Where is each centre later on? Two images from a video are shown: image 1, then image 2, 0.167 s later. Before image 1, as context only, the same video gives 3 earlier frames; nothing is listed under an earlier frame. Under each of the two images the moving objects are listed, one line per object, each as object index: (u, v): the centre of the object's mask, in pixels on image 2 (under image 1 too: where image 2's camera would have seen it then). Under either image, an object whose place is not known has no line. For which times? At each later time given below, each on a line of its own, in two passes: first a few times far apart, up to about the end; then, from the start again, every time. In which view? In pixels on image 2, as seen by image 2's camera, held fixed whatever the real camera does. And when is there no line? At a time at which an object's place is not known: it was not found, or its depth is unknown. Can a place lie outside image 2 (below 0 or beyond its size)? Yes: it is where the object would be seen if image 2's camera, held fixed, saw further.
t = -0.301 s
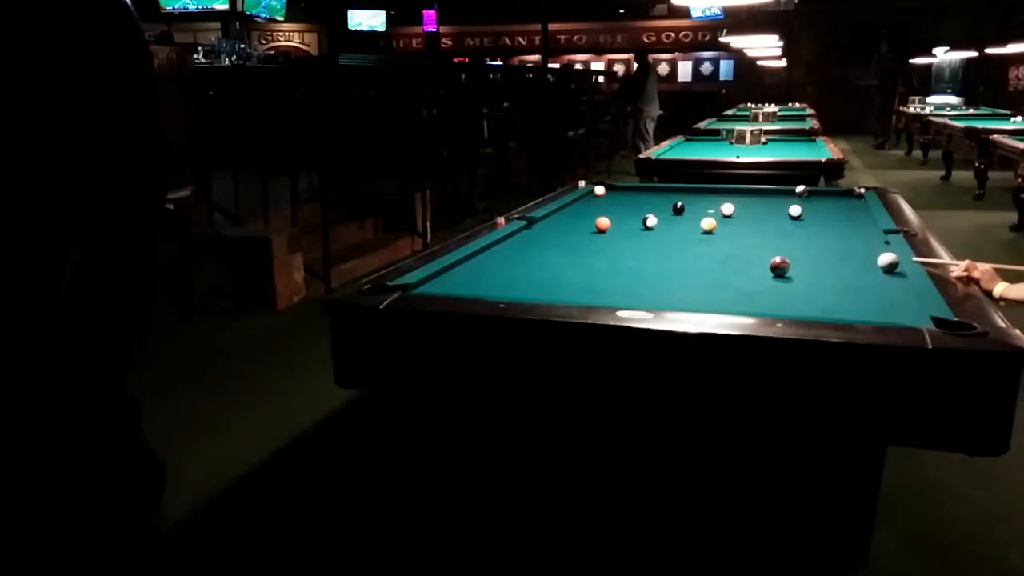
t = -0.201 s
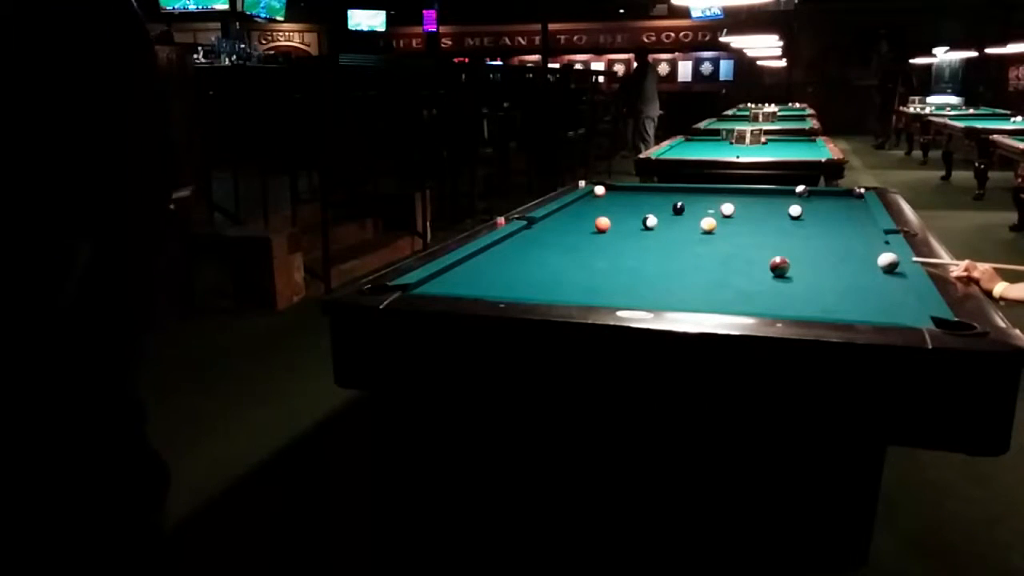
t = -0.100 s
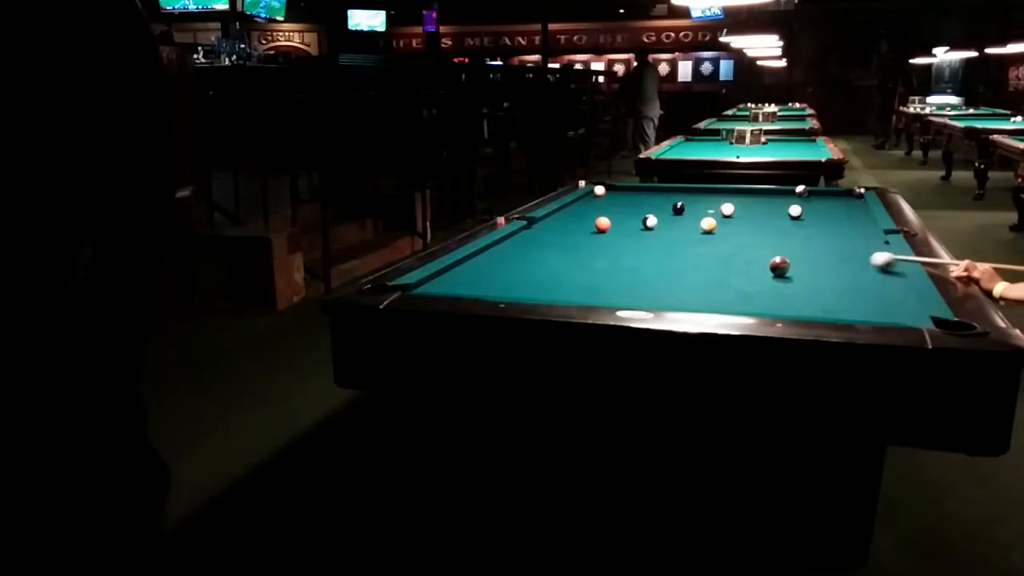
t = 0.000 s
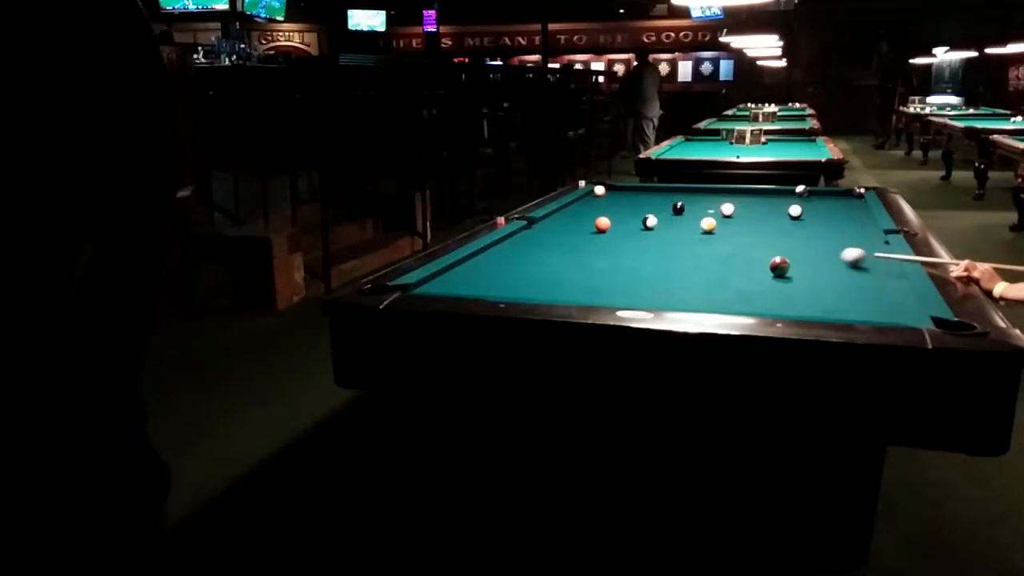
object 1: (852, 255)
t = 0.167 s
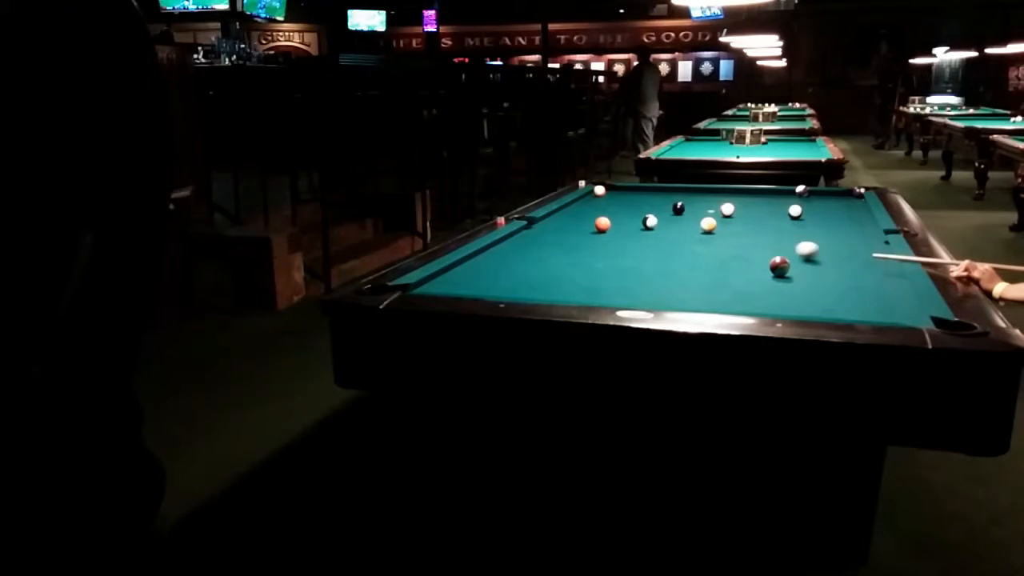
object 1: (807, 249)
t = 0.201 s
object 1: (798, 248)
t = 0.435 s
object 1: (742, 241)
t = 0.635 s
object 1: (699, 235)
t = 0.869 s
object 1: (656, 230)
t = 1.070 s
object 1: (620, 224)
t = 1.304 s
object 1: (613, 221)
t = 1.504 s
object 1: (608, 218)
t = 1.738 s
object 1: (602, 215)
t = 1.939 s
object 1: (598, 212)
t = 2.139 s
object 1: (594, 210)
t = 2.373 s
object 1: (590, 208)
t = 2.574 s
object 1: (587, 206)
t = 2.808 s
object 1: (583, 204)
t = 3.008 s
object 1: (581, 203)
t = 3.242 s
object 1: (578, 201)
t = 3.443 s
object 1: (579, 200)
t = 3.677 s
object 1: (583, 199)
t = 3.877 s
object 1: (586, 199)
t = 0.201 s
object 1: (798, 248)
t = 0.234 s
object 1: (790, 247)
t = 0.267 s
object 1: (781, 245)
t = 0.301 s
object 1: (773, 244)
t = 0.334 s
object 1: (765, 244)
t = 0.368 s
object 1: (757, 243)
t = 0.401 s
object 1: (749, 242)
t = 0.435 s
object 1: (742, 241)
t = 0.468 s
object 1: (734, 240)
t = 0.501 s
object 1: (727, 239)
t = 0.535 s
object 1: (720, 238)
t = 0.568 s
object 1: (713, 237)
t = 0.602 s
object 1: (706, 236)
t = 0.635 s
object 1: (699, 235)
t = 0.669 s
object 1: (692, 234)
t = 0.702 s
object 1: (686, 233)
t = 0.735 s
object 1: (680, 232)
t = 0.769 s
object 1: (673, 231)
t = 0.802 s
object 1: (667, 231)
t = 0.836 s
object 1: (661, 230)
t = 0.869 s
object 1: (656, 230)
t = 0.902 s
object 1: (649, 229)
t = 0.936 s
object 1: (643, 228)
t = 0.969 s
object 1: (637, 227)
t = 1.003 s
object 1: (631, 226)
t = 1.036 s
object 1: (626, 225)
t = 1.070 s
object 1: (620, 224)
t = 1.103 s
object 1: (617, 224)
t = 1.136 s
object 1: (617, 223)
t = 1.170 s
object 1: (616, 223)
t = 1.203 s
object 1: (615, 222)
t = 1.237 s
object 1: (615, 222)
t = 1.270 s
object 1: (614, 221)
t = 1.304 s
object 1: (613, 221)
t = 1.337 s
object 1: (612, 220)
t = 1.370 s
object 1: (611, 220)
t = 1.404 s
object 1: (610, 219)
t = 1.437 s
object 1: (610, 219)
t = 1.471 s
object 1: (609, 218)
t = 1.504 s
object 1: (608, 218)
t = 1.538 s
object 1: (607, 217)
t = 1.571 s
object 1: (606, 217)
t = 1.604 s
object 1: (605, 217)
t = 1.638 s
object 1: (605, 216)
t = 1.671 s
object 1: (604, 215)
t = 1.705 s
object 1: (603, 215)
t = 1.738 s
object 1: (602, 215)
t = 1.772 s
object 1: (602, 214)
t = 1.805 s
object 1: (601, 214)
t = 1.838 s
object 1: (600, 213)
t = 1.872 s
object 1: (600, 213)
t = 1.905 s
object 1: (599, 213)
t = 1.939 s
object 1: (598, 212)
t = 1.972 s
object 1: (597, 212)
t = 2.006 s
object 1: (597, 212)
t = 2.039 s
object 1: (596, 211)
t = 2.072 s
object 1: (595, 211)
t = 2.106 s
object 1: (595, 211)
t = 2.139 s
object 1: (594, 210)
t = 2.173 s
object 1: (593, 210)
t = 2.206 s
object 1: (593, 210)
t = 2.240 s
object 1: (592, 209)
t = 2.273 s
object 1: (592, 209)
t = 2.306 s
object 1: (591, 209)
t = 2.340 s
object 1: (590, 208)
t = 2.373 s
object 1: (590, 208)
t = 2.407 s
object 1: (589, 208)
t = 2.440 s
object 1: (589, 207)
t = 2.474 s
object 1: (588, 207)
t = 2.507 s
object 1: (588, 207)
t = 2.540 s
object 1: (588, 206)
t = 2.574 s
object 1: (587, 206)
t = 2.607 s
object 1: (586, 206)
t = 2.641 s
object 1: (586, 205)
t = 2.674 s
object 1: (585, 205)
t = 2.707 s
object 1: (585, 205)
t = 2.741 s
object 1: (584, 205)
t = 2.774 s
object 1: (584, 204)
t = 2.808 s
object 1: (583, 204)
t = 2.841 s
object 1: (583, 204)
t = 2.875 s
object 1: (583, 204)
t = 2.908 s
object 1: (582, 203)
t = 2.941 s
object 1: (582, 203)
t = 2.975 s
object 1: (581, 203)
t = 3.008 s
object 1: (581, 203)
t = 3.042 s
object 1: (580, 202)
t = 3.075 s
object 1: (580, 202)
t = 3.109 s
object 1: (579, 202)
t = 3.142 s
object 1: (579, 202)
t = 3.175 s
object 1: (579, 201)
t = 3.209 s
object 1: (578, 201)
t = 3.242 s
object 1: (578, 201)
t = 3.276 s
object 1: (577, 201)
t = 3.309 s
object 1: (577, 201)
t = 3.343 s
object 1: (577, 200)
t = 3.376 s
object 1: (578, 200)
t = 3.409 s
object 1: (578, 200)
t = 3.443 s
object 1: (579, 200)
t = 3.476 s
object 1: (580, 200)
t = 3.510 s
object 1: (580, 200)
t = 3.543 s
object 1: (581, 200)
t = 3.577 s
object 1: (582, 199)
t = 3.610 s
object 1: (582, 199)
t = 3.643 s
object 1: (582, 199)
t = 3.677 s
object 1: (583, 199)
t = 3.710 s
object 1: (583, 199)
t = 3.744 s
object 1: (584, 199)
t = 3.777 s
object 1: (584, 199)
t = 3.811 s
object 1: (584, 199)
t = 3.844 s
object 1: (585, 199)
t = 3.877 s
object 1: (586, 199)
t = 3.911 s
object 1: (586, 198)
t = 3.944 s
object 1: (587, 198)
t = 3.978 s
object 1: (587, 198)
